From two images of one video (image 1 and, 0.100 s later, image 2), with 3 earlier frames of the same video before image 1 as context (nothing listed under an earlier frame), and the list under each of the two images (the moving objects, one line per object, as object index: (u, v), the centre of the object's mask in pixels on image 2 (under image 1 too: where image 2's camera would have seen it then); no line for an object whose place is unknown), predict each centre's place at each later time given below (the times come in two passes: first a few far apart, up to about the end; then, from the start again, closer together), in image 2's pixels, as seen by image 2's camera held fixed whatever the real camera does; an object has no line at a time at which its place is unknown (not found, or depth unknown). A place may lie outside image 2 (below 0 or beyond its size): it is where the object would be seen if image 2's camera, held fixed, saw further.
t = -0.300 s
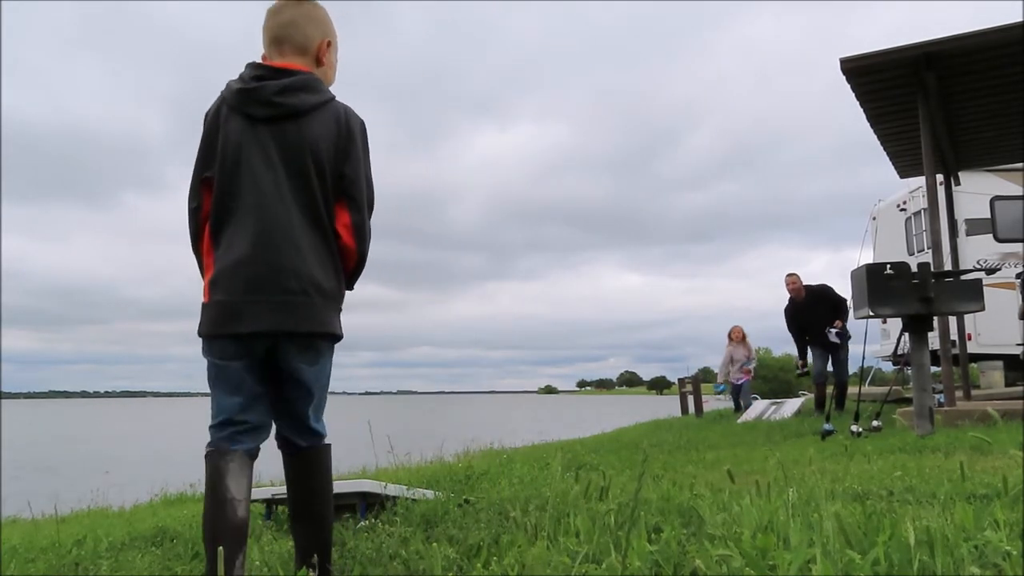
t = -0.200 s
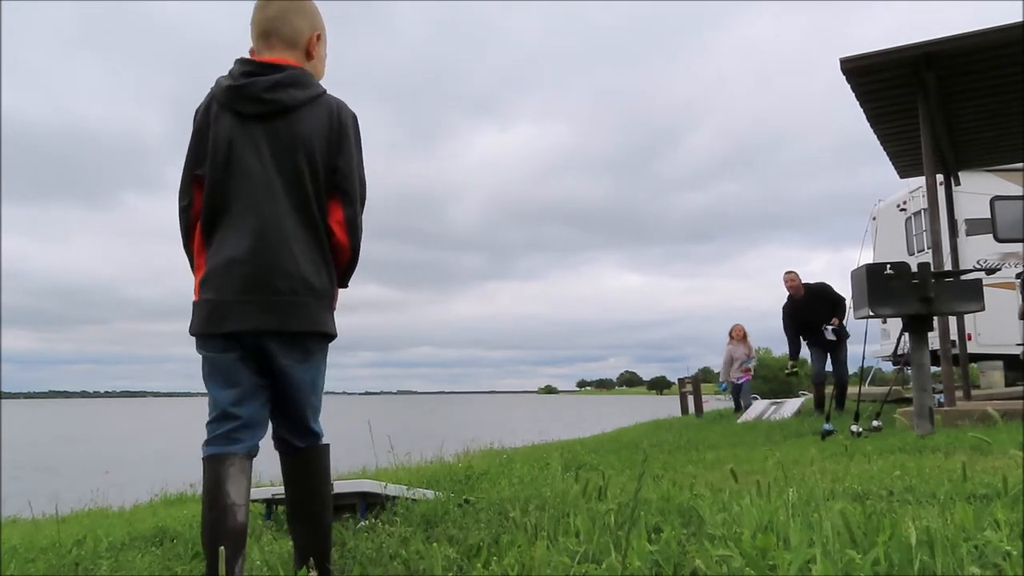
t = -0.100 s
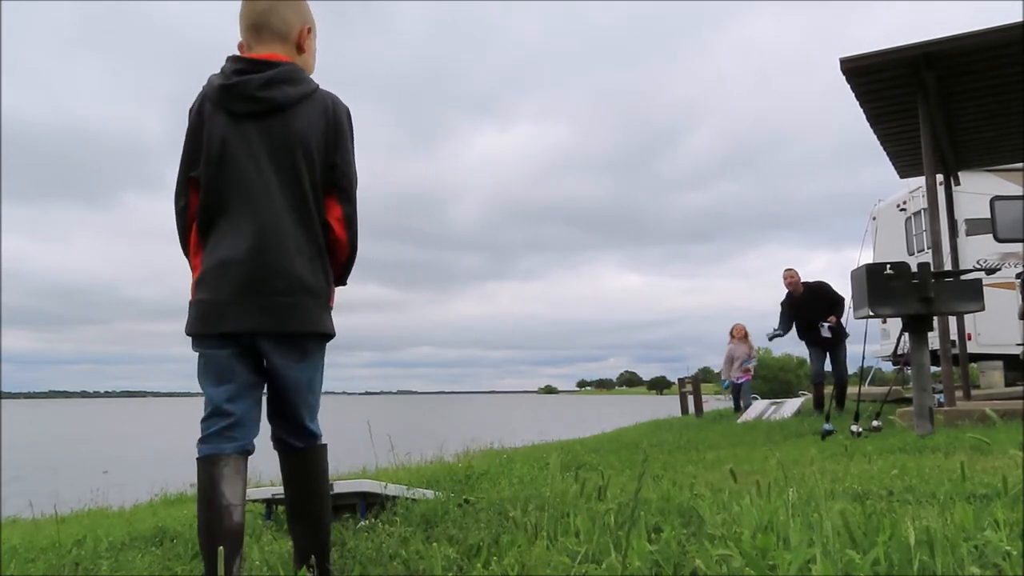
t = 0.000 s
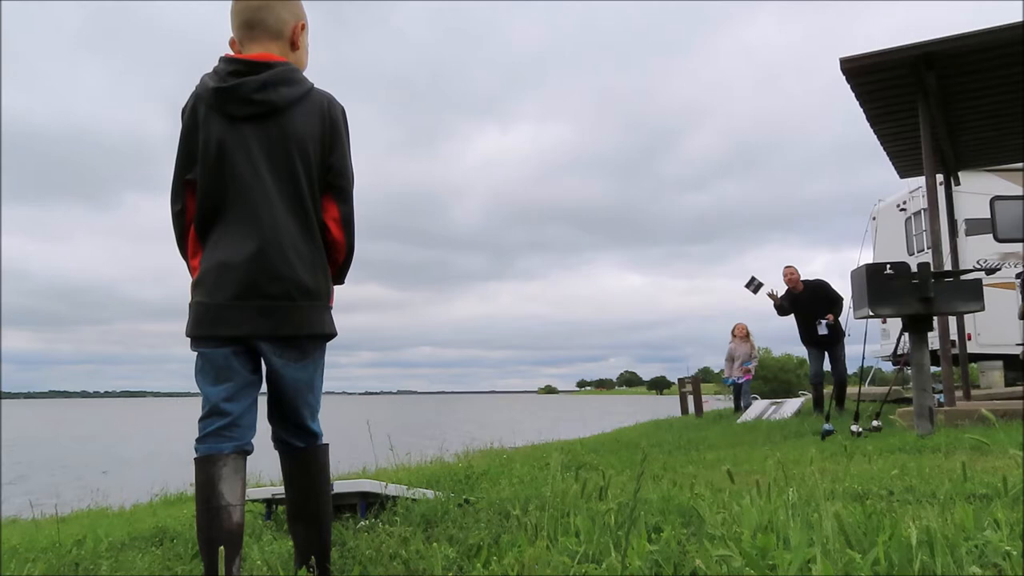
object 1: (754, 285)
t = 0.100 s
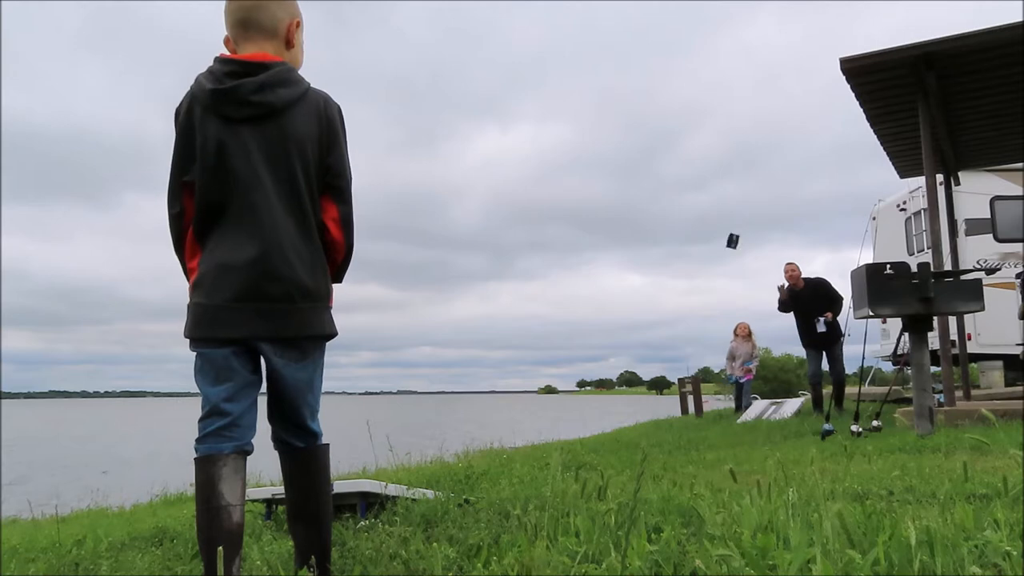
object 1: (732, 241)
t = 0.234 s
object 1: (702, 193)
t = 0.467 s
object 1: (644, 142)
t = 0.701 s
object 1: (570, 160)
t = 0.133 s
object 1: (725, 228)
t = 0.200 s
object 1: (710, 204)
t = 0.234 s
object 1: (702, 193)
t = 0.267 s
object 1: (694, 183)
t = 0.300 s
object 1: (686, 174)
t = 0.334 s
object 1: (678, 165)
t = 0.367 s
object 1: (670, 158)
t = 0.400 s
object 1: (661, 152)
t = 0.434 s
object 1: (653, 147)
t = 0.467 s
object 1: (644, 142)
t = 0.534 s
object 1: (624, 138)
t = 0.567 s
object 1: (614, 139)
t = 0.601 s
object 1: (604, 141)
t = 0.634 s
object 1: (594, 145)
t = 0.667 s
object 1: (582, 152)
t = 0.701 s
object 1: (570, 160)
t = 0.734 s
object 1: (557, 170)
